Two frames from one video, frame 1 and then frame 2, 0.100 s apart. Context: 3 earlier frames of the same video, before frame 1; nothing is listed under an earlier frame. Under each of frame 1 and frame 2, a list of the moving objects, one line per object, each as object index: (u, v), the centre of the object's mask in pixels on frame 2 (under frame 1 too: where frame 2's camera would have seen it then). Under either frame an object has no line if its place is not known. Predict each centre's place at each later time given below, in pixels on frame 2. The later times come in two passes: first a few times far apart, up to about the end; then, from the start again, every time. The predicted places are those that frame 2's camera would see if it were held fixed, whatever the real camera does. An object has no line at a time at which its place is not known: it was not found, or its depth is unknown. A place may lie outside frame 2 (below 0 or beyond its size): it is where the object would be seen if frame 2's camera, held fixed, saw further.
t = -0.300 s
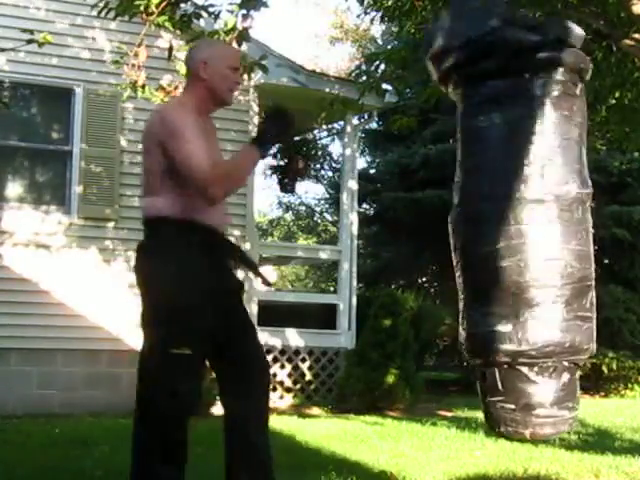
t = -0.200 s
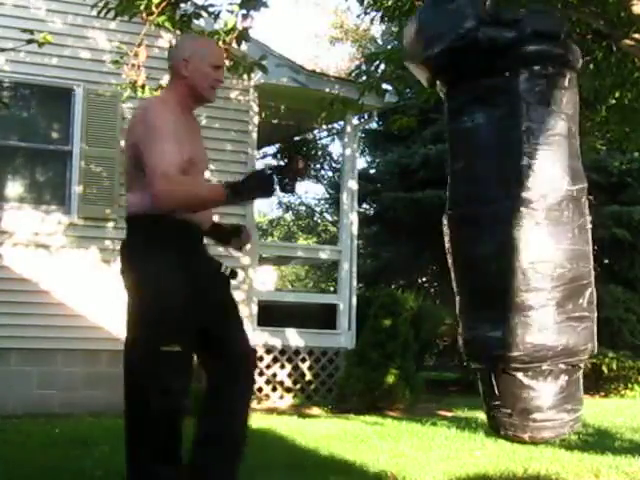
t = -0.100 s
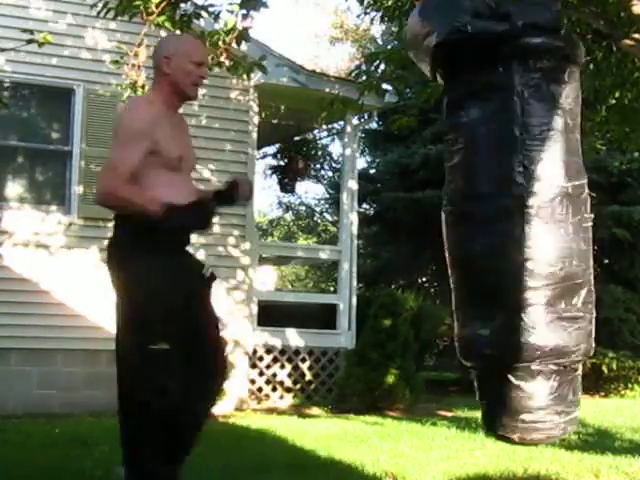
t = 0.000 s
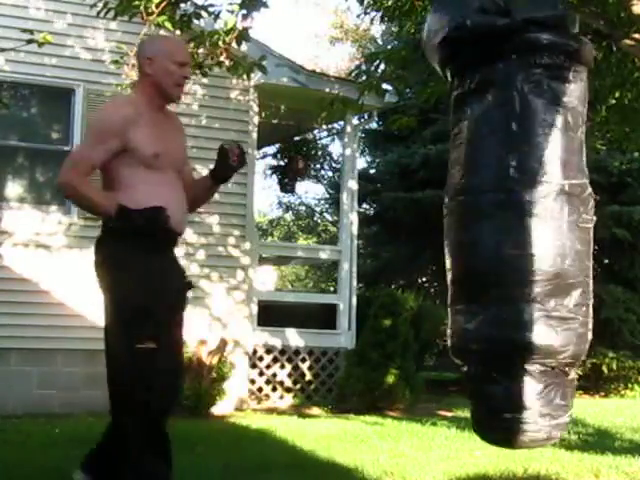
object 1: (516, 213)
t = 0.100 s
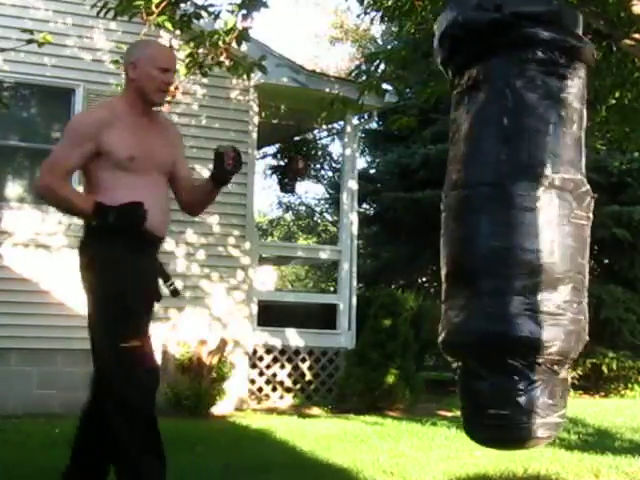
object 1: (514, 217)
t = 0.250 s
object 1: (500, 216)
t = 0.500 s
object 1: (477, 213)
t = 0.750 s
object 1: (458, 212)
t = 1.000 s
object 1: (431, 207)
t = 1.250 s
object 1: (425, 206)
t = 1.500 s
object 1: (416, 205)
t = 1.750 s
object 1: (429, 209)
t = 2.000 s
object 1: (438, 210)
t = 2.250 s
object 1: (458, 211)
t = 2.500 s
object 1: (477, 214)
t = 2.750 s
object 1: (495, 213)
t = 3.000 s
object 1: (512, 214)
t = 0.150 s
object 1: (511, 216)
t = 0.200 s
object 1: (507, 216)
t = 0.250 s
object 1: (500, 216)
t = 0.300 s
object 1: (494, 215)
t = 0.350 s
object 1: (488, 214)
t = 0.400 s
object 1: (483, 213)
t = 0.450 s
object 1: (479, 211)
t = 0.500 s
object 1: (477, 213)
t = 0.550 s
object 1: (474, 211)
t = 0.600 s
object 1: (473, 214)
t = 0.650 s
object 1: (468, 213)
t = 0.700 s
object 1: (463, 212)
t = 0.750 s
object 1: (458, 212)
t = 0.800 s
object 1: (451, 210)
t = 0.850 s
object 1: (446, 211)
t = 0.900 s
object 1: (441, 210)
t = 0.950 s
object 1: (436, 209)
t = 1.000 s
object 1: (431, 207)
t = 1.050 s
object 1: (430, 208)
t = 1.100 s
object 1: (429, 208)
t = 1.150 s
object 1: (428, 206)
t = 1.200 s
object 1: (426, 205)
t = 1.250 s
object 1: (425, 206)
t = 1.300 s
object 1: (425, 208)
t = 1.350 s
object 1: (422, 208)
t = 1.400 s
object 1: (420, 207)
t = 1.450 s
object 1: (417, 206)
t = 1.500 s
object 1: (416, 205)
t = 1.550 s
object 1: (417, 204)
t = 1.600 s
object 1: (419, 203)
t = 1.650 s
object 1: (422, 207)
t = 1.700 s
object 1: (426, 210)
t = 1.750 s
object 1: (429, 209)
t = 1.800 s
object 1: (432, 210)
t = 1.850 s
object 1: (434, 209)
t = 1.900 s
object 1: (436, 210)
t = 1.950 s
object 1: (437, 208)
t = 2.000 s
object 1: (438, 210)
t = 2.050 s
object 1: (441, 210)
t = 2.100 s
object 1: (444, 209)
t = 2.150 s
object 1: (448, 208)
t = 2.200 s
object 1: (453, 212)
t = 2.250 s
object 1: (458, 211)
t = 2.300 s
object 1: (462, 212)
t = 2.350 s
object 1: (466, 212)
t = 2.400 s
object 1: (470, 213)
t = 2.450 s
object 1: (474, 216)
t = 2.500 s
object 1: (477, 214)
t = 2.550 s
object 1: (480, 213)
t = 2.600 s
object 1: (483, 215)
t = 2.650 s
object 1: (487, 212)
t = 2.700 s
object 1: (491, 212)
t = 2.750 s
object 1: (495, 213)
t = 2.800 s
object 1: (500, 213)
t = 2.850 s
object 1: (504, 214)
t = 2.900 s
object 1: (508, 216)
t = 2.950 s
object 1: (510, 215)
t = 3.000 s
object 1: (512, 214)
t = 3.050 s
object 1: (513, 215)
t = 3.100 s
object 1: (515, 217)
